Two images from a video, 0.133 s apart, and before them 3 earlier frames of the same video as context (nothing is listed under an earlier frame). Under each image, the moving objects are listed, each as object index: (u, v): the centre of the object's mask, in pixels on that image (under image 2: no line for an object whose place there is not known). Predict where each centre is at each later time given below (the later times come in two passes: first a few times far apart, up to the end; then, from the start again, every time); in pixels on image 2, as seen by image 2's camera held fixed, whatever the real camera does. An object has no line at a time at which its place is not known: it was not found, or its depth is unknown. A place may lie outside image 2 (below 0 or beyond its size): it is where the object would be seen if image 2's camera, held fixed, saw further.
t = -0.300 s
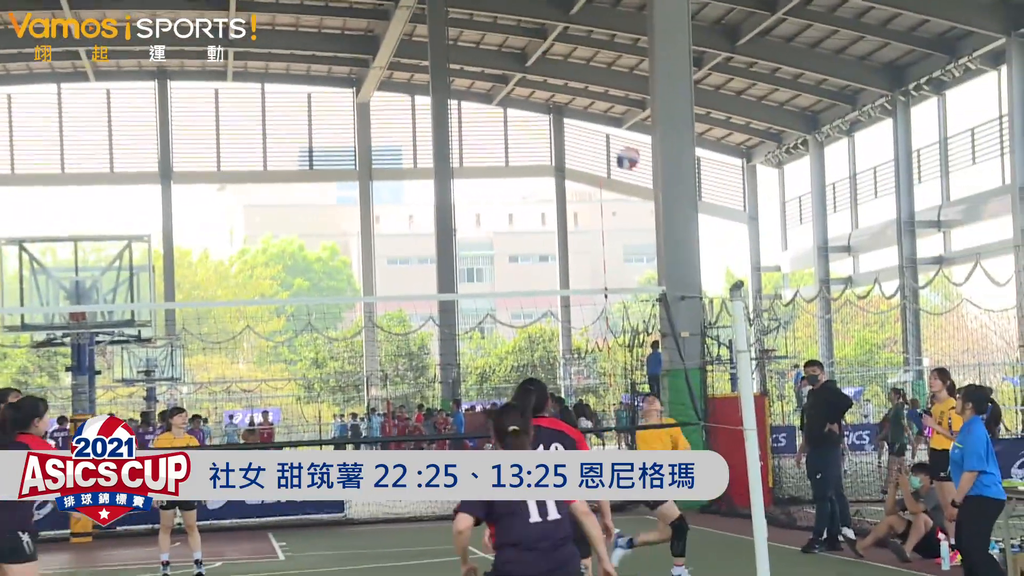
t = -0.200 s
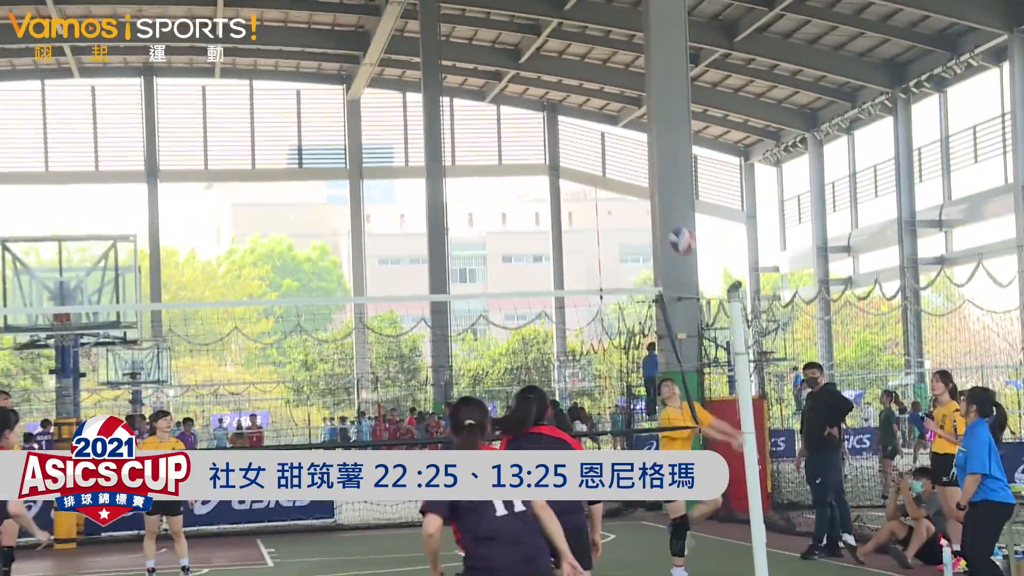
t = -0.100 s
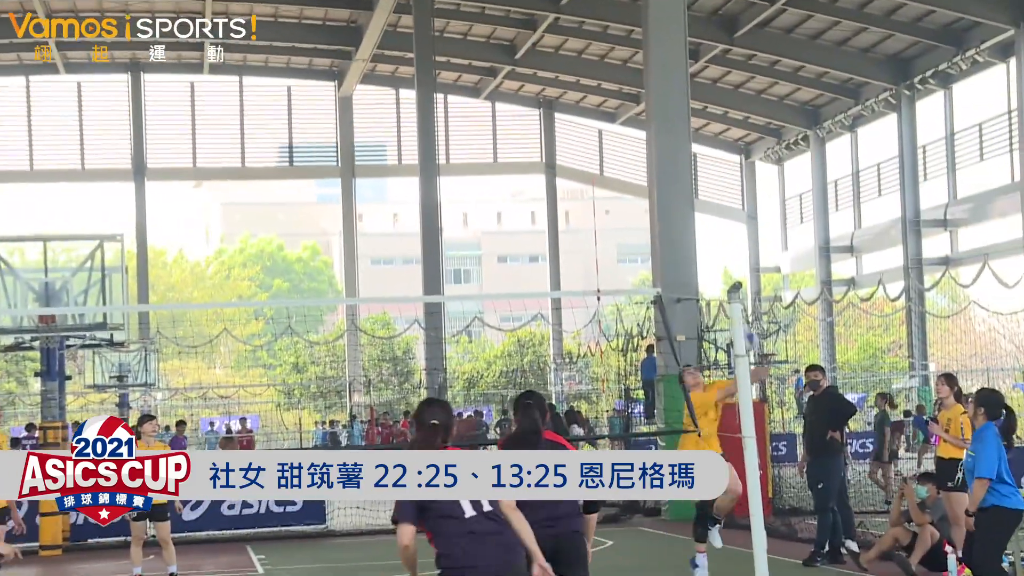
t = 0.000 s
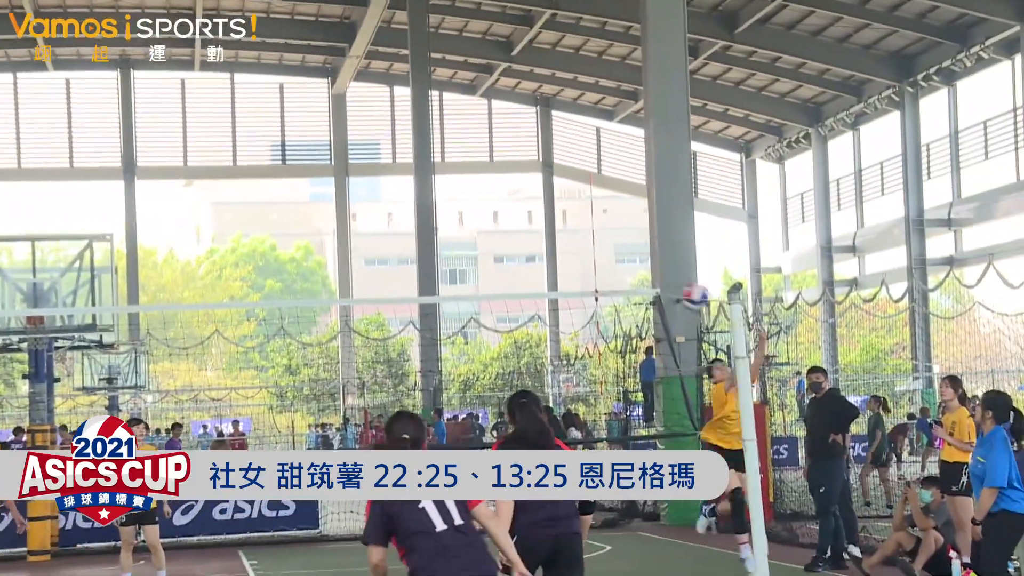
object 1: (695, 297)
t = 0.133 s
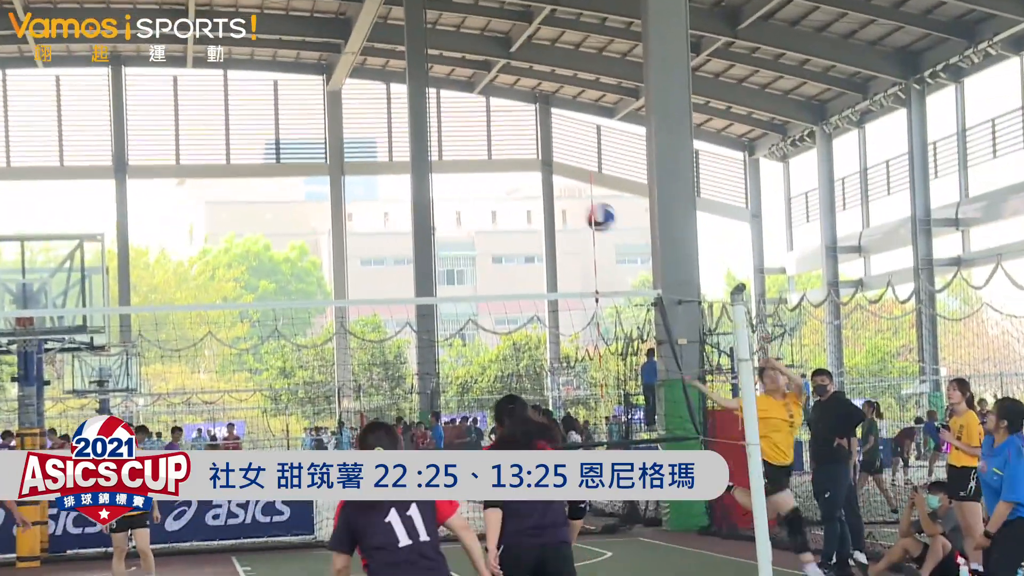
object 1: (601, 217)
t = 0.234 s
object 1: (522, 171)
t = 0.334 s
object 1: (440, 137)
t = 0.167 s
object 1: (575, 200)
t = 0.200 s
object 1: (549, 183)
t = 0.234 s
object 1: (522, 171)
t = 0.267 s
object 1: (496, 156)
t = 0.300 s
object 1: (469, 146)
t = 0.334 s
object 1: (440, 137)
